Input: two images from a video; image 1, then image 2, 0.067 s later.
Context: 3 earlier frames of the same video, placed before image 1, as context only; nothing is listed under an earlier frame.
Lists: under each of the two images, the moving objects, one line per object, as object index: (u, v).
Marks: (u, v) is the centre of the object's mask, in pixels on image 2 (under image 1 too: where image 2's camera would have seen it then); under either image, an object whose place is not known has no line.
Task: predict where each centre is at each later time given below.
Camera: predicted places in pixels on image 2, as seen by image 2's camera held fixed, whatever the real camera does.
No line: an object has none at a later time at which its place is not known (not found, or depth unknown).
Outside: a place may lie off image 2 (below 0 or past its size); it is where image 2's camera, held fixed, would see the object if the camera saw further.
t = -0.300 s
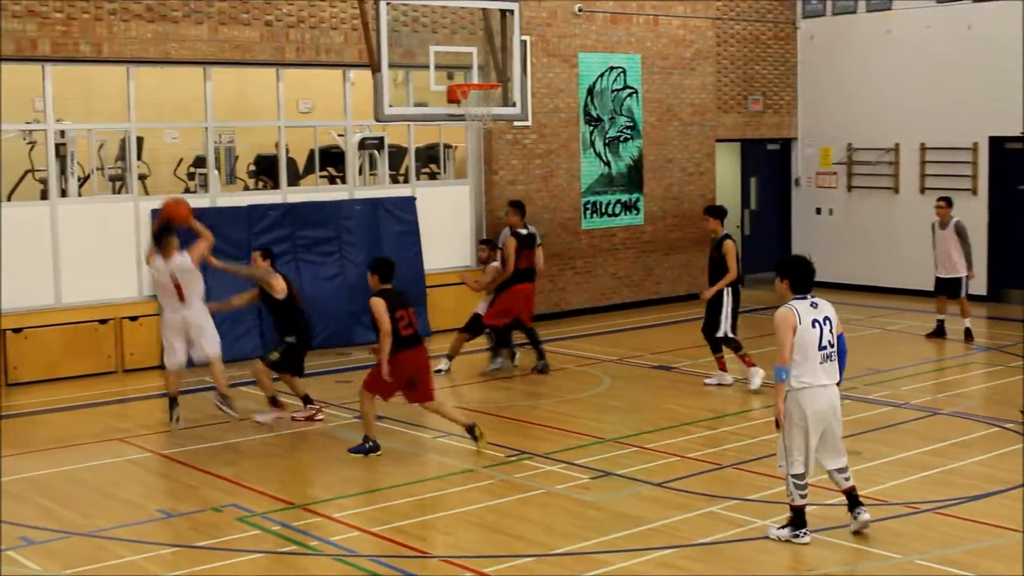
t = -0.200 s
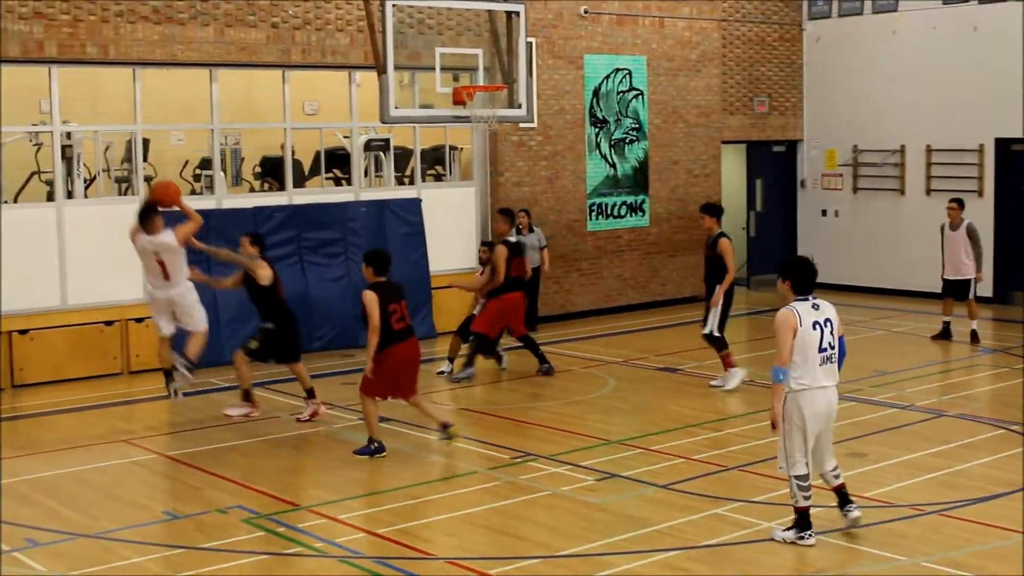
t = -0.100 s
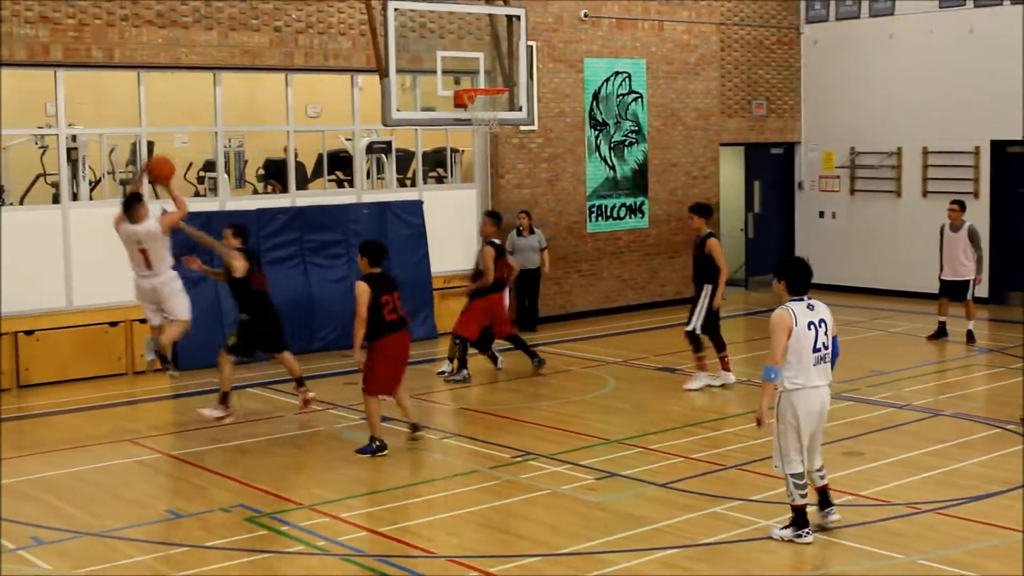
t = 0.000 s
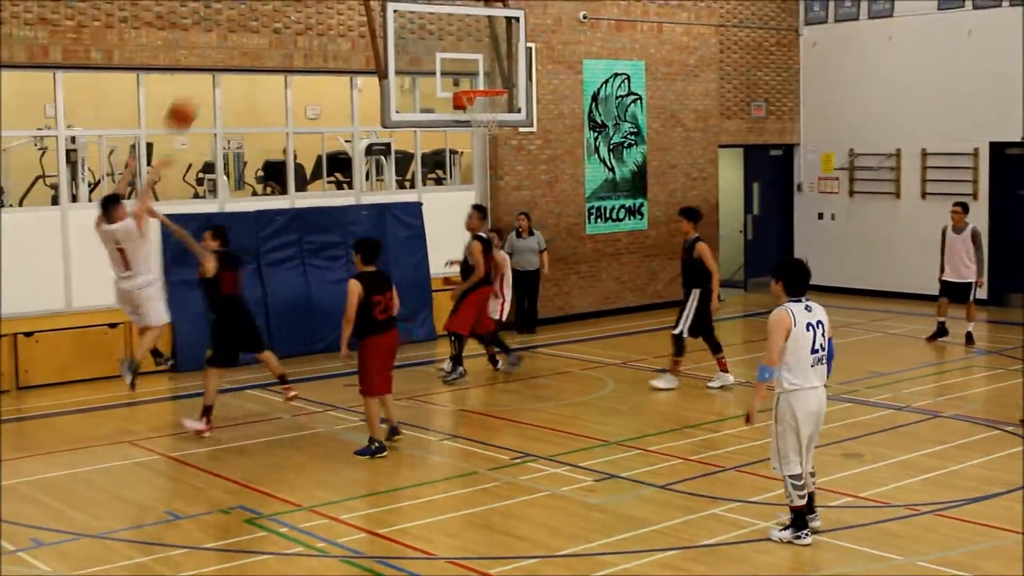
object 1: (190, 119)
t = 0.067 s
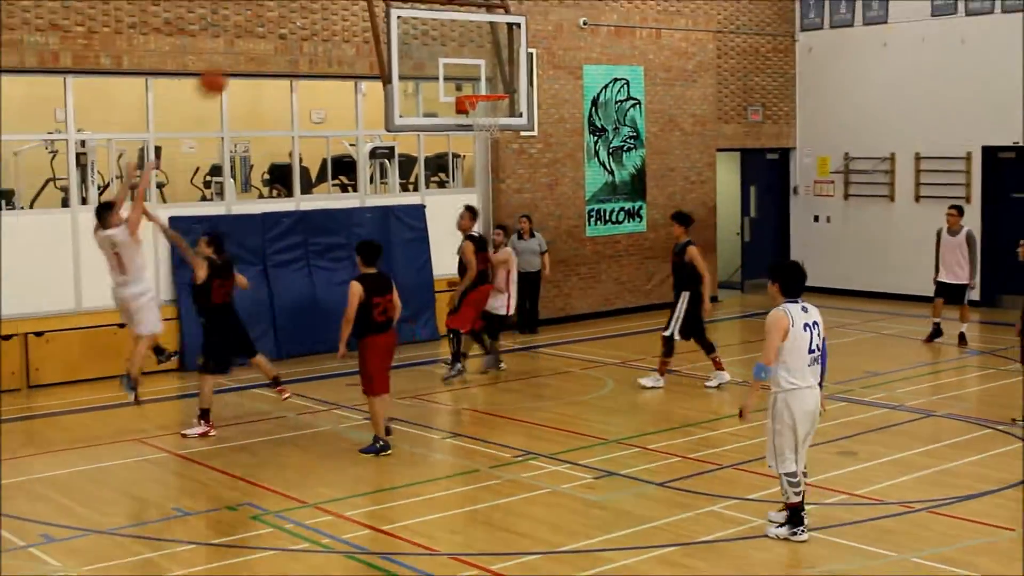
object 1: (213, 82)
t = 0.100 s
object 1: (224, 66)
